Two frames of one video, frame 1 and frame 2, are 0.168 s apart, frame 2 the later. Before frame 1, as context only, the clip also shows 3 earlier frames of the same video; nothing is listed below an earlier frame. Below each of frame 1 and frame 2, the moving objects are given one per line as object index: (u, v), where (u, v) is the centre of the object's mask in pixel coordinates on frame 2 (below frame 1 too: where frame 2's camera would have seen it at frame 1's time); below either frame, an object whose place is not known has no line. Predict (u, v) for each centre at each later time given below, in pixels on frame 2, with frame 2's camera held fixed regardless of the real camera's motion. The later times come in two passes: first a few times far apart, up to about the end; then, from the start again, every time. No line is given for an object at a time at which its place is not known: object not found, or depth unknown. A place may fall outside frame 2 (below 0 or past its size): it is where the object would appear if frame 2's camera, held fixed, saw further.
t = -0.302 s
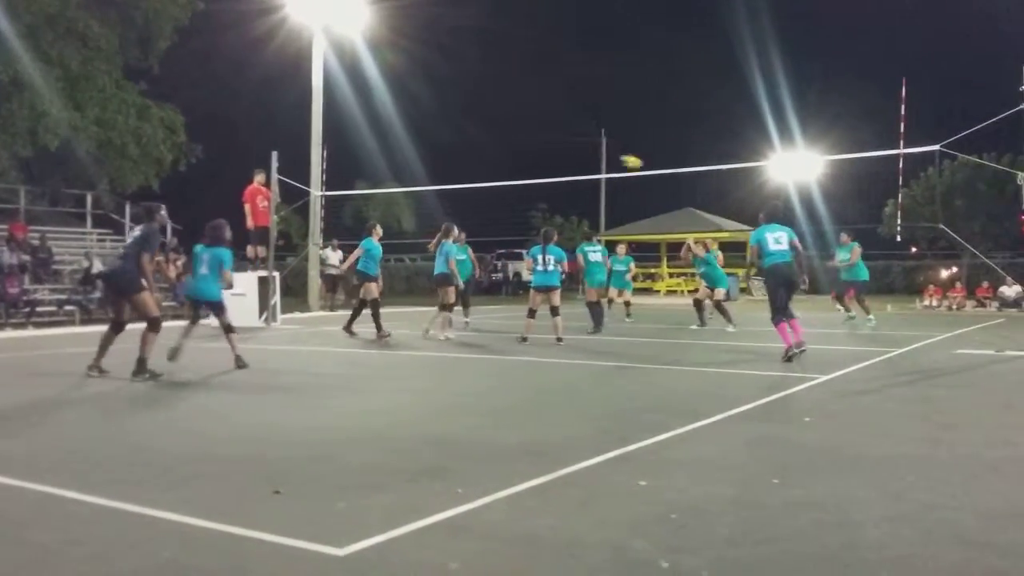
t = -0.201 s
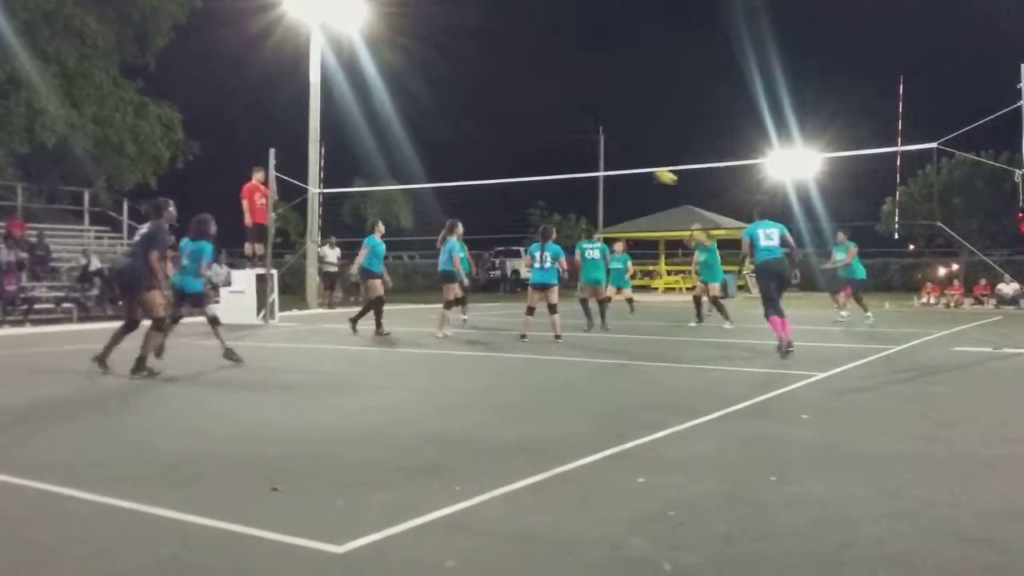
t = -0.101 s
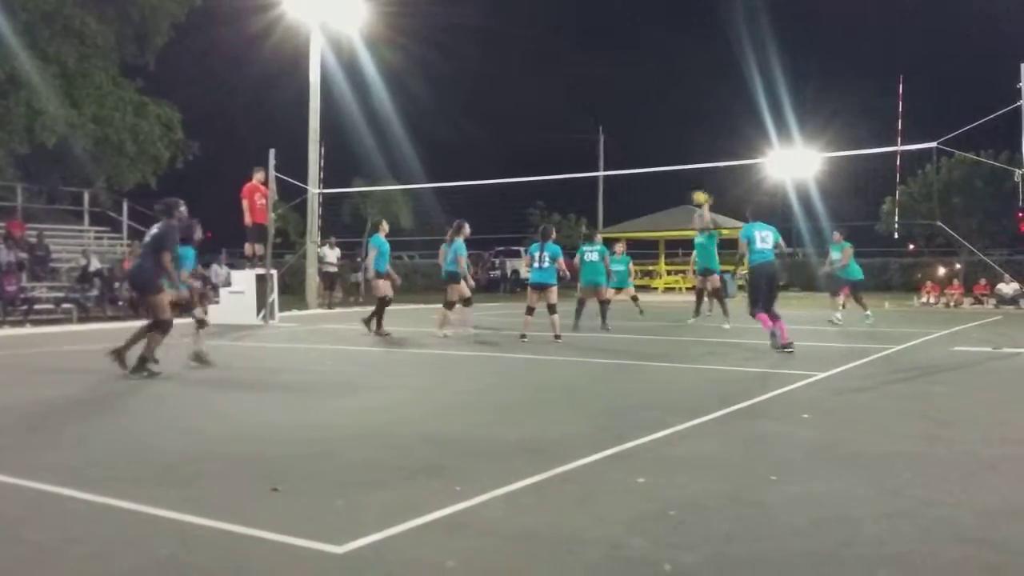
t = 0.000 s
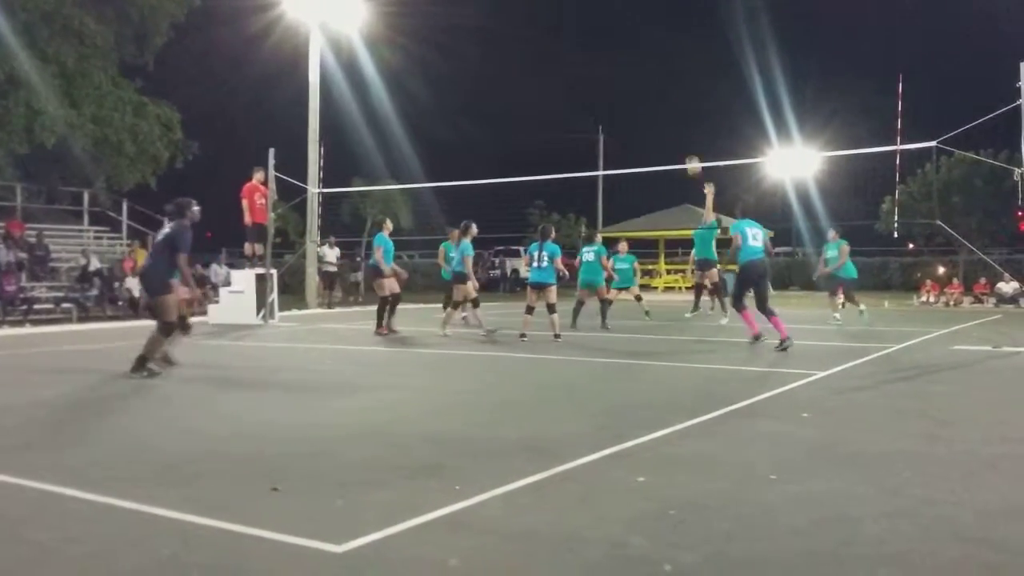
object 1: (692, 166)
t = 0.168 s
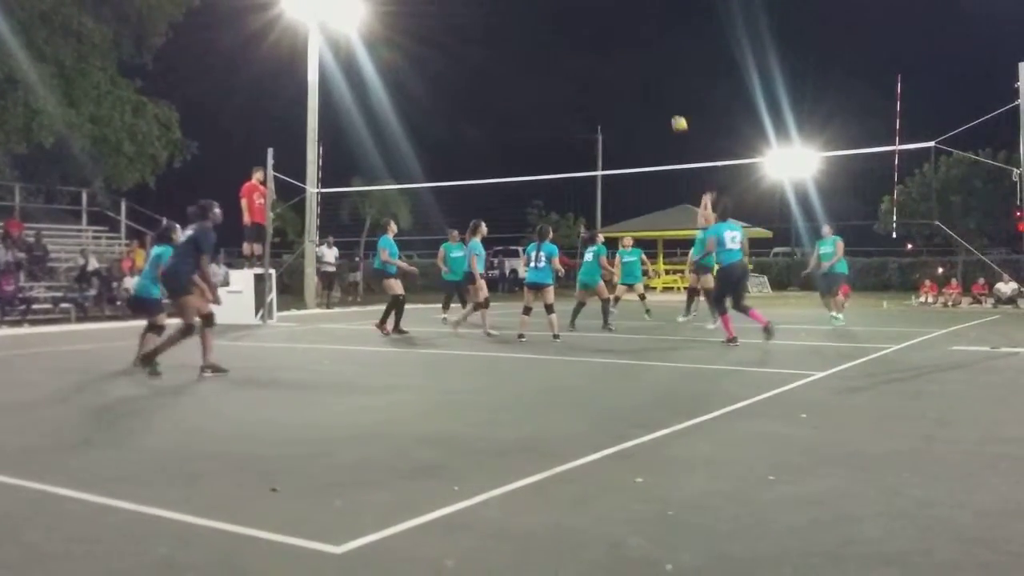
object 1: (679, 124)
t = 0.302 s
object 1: (668, 102)
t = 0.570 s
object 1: (647, 93)
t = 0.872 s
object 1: (623, 139)
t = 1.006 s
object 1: (613, 181)
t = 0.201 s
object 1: (676, 117)
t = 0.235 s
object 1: (673, 112)
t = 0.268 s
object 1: (671, 107)
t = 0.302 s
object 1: (668, 102)
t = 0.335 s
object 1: (665, 98)
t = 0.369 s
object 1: (663, 96)
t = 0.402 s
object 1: (660, 94)
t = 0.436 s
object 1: (657, 93)
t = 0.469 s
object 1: (655, 92)
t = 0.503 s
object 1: (652, 92)
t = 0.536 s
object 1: (650, 92)
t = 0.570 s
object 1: (647, 93)
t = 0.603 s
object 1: (645, 96)
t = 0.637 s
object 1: (642, 99)
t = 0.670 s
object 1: (639, 102)
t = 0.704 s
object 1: (636, 107)
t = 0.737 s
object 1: (633, 112)
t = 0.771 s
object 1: (631, 117)
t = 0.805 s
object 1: (629, 125)
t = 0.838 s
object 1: (626, 132)
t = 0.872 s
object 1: (623, 139)
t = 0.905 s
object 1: (621, 148)
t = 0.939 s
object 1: (619, 157)
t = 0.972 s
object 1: (616, 167)
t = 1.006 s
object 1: (613, 181)
